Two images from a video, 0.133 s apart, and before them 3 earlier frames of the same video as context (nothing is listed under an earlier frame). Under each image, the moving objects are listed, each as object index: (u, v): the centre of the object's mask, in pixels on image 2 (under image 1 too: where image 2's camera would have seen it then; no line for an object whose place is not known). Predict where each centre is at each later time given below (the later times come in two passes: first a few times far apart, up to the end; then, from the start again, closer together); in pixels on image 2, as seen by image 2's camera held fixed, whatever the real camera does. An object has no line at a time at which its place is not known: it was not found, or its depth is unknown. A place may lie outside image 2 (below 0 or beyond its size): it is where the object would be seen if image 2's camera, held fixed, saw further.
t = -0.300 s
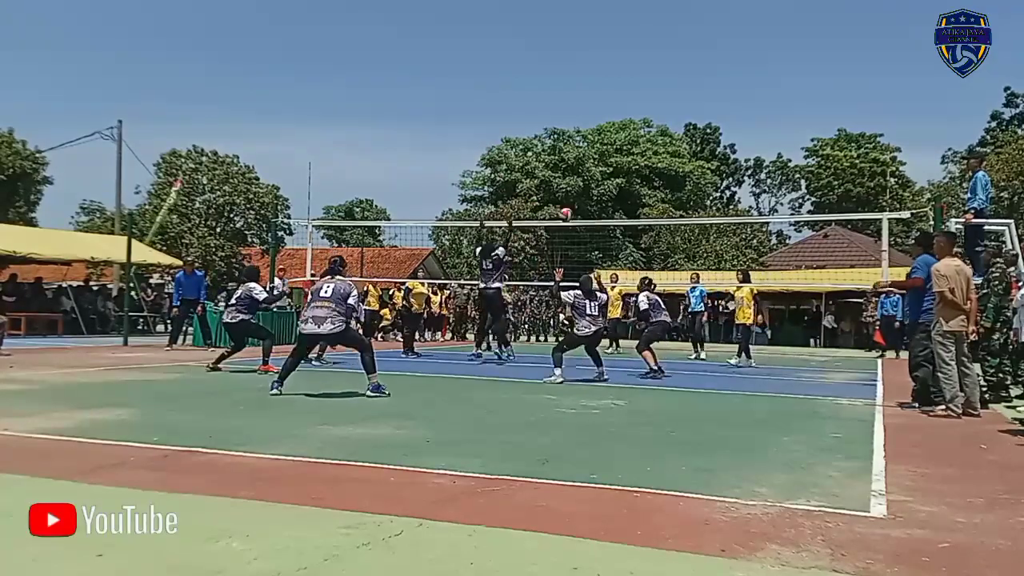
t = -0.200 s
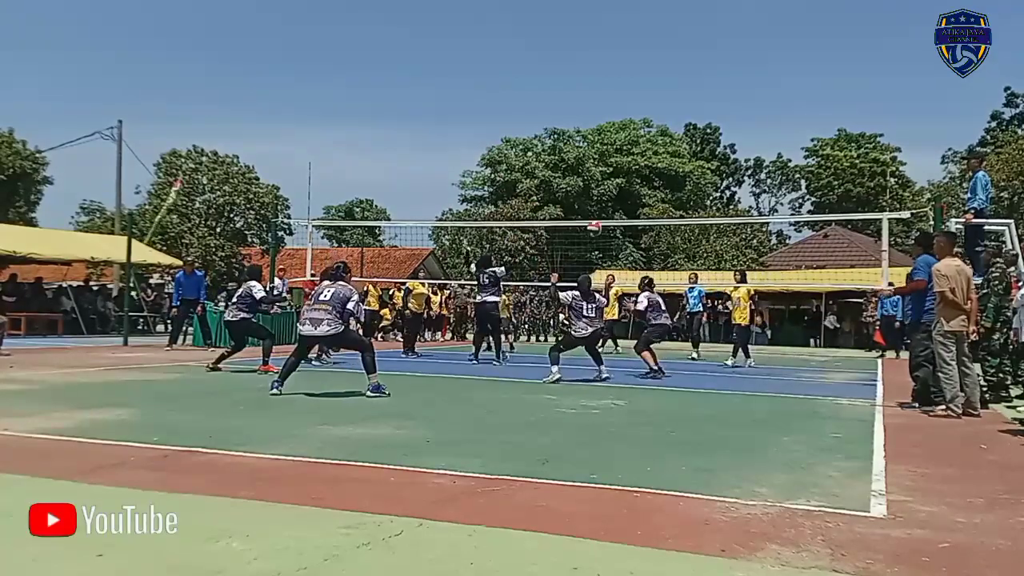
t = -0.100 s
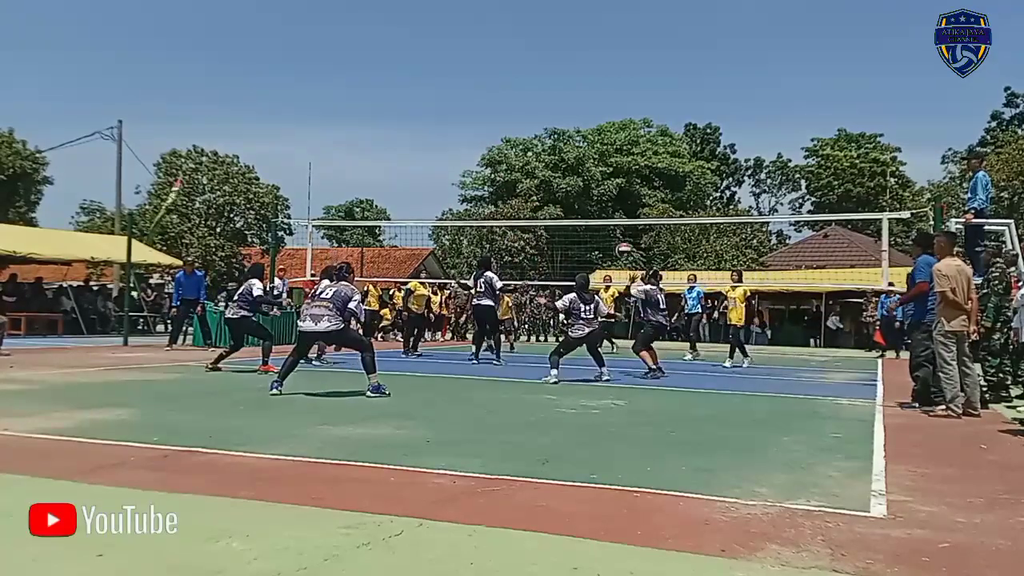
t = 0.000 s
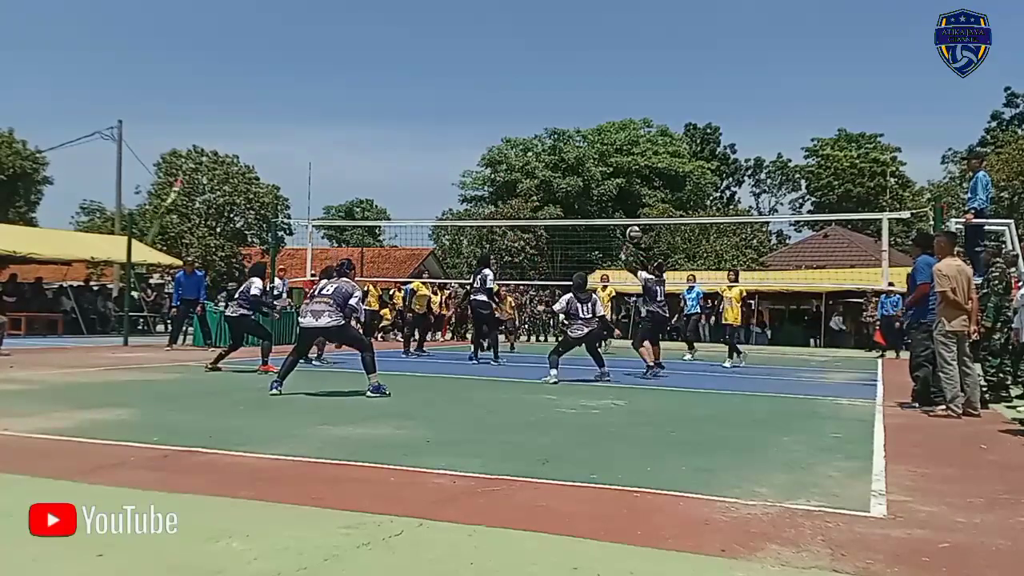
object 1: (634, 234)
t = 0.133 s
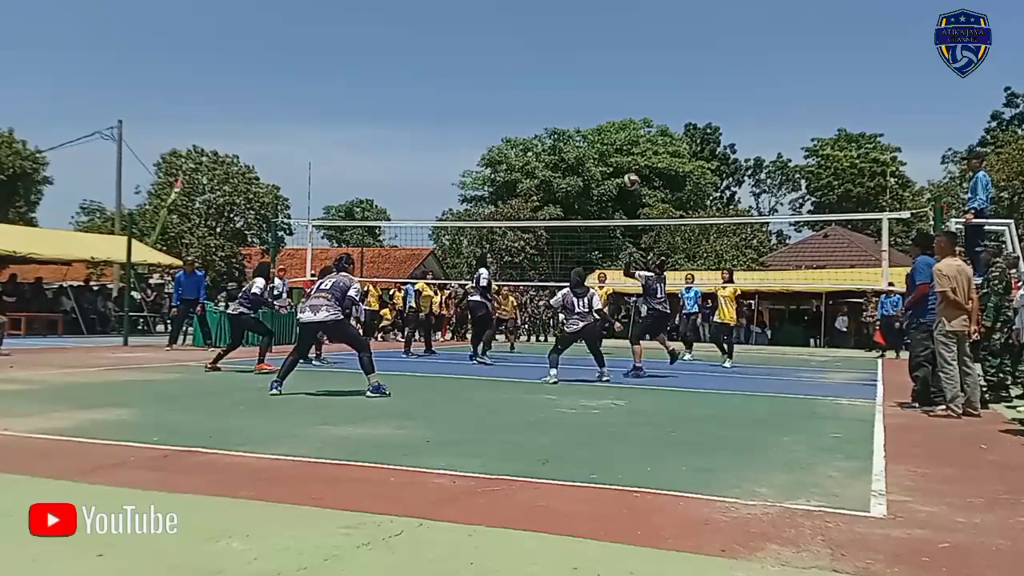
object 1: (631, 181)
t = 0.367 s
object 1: (624, 115)
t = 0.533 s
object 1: (618, 93)
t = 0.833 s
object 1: (605, 108)
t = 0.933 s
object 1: (599, 128)
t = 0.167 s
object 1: (630, 168)
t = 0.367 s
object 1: (624, 115)
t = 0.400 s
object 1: (623, 110)
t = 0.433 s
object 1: (622, 105)
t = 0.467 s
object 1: (621, 100)
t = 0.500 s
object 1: (620, 96)
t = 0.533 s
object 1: (618, 93)
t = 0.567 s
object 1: (617, 92)
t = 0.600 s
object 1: (616, 90)
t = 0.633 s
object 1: (614, 90)
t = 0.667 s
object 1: (613, 91)
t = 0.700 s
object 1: (611, 92)
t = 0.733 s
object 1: (610, 95)
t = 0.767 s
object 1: (609, 98)
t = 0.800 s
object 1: (607, 102)
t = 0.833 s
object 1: (605, 108)
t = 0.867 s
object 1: (604, 114)
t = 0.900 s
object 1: (602, 120)
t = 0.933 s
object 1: (599, 128)
